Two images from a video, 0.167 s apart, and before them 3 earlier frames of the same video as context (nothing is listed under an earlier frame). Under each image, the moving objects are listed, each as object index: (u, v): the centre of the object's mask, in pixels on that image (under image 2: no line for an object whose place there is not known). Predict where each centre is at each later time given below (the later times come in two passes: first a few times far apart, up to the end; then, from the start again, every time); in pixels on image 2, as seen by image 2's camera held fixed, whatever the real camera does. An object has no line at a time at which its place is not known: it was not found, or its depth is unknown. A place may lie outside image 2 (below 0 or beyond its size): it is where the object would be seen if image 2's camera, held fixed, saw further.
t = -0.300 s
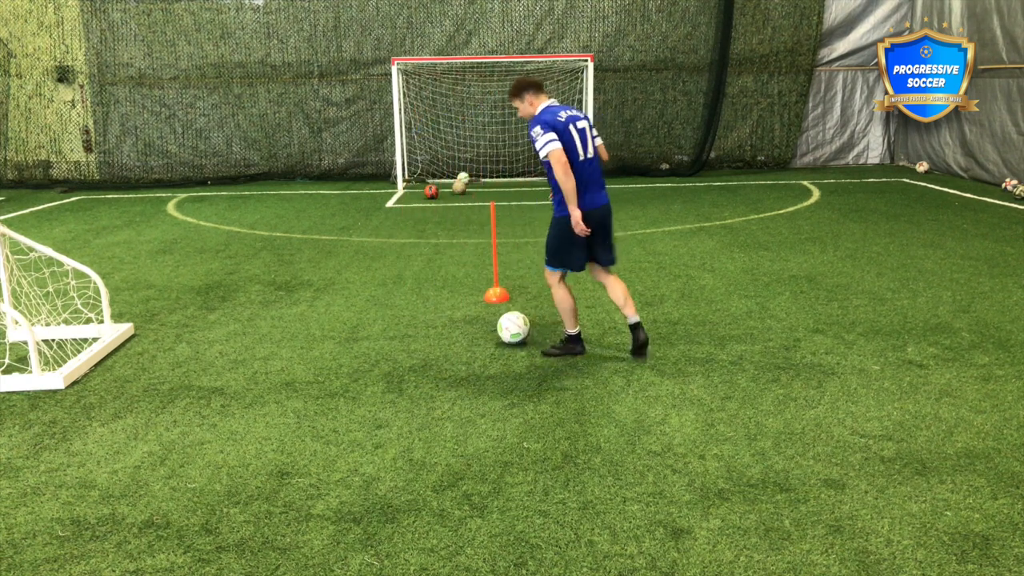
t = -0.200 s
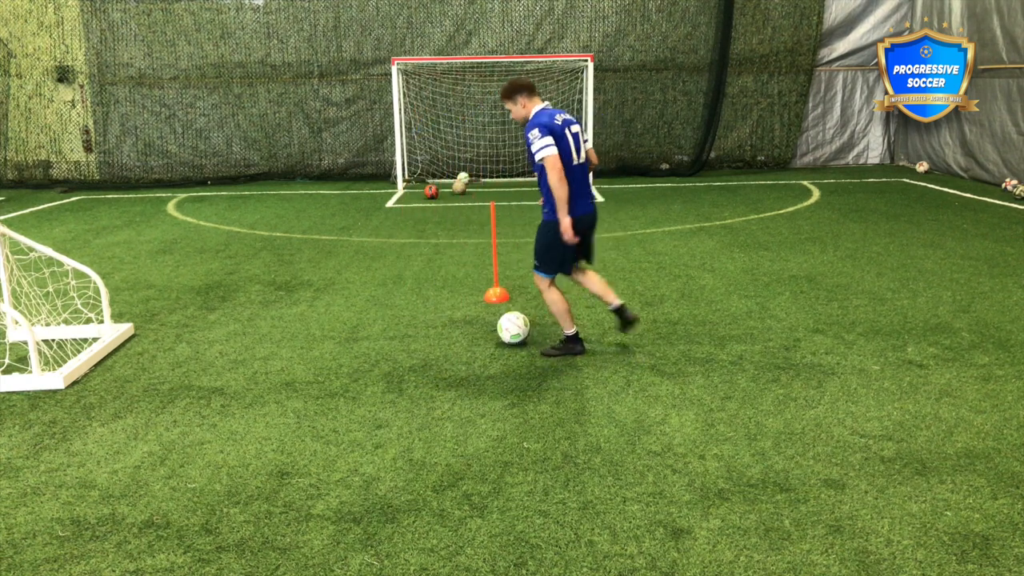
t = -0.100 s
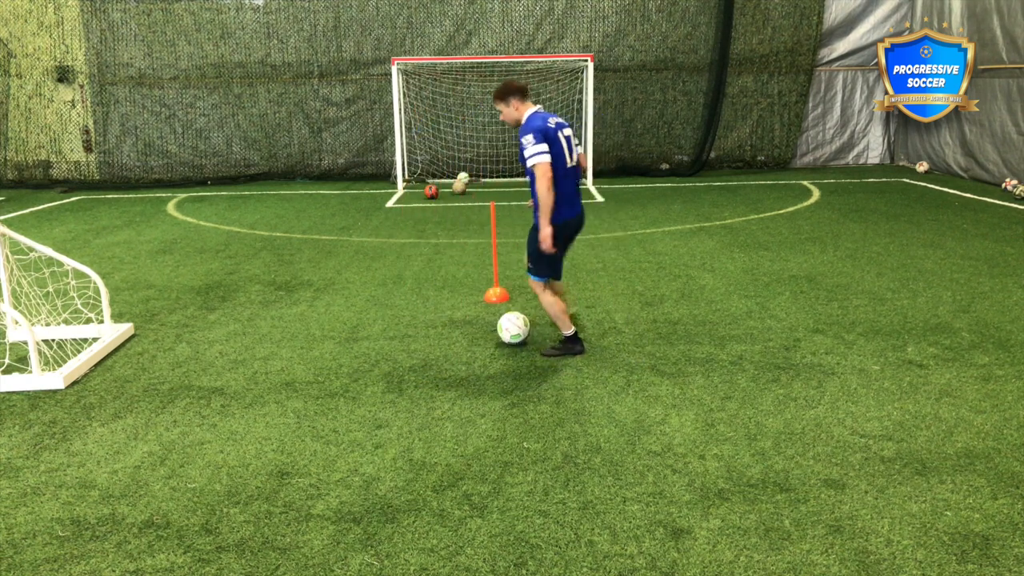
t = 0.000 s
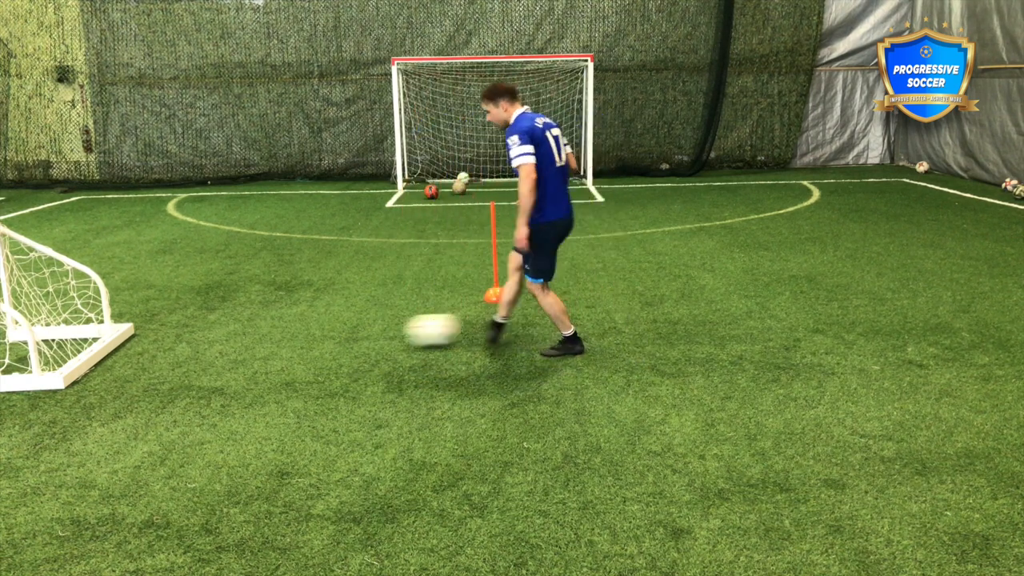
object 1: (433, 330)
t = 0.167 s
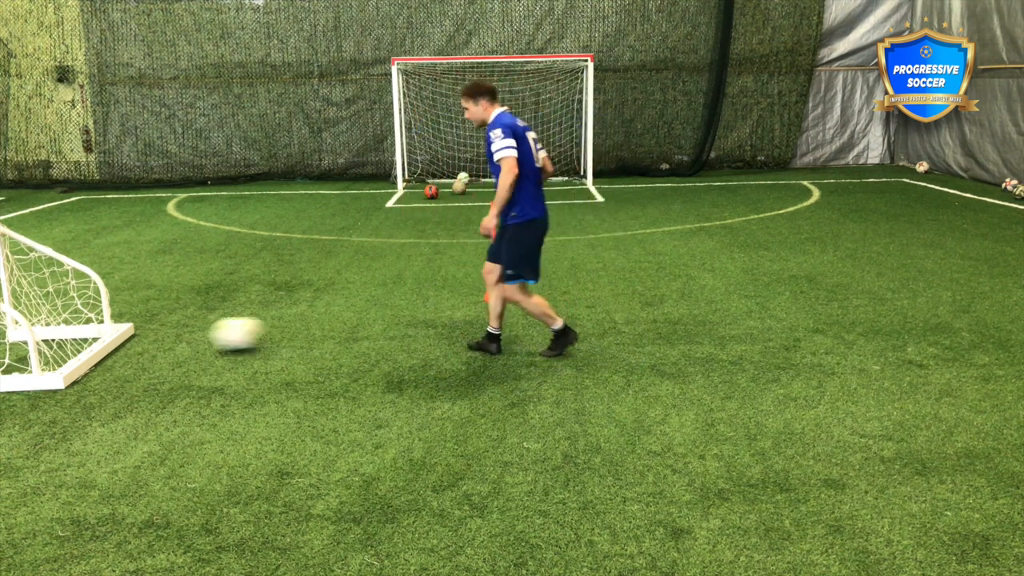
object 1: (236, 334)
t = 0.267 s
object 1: (137, 335)
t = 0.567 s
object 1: (171, 171)
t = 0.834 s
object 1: (231, 126)
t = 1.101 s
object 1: (297, 187)
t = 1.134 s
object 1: (307, 202)
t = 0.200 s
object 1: (200, 335)
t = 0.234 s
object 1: (166, 335)
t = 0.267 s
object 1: (137, 335)
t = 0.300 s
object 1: (119, 322)
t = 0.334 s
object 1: (125, 299)
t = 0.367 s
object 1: (131, 275)
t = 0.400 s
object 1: (137, 254)
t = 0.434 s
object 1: (144, 235)
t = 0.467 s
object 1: (150, 217)
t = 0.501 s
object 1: (157, 200)
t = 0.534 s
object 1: (164, 185)
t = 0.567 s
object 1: (171, 171)
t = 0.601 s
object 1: (178, 160)
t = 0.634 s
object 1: (185, 150)
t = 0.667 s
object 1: (192, 142)
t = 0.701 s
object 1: (201, 136)
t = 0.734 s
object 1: (209, 131)
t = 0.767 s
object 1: (216, 128)
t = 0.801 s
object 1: (224, 126)
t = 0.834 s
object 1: (231, 126)
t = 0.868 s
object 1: (239, 128)
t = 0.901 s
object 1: (247, 132)
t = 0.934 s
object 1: (256, 137)
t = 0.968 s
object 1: (264, 145)
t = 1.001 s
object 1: (273, 153)
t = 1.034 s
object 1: (281, 163)
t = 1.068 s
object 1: (289, 173)
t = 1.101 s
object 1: (297, 187)
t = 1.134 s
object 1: (307, 202)
